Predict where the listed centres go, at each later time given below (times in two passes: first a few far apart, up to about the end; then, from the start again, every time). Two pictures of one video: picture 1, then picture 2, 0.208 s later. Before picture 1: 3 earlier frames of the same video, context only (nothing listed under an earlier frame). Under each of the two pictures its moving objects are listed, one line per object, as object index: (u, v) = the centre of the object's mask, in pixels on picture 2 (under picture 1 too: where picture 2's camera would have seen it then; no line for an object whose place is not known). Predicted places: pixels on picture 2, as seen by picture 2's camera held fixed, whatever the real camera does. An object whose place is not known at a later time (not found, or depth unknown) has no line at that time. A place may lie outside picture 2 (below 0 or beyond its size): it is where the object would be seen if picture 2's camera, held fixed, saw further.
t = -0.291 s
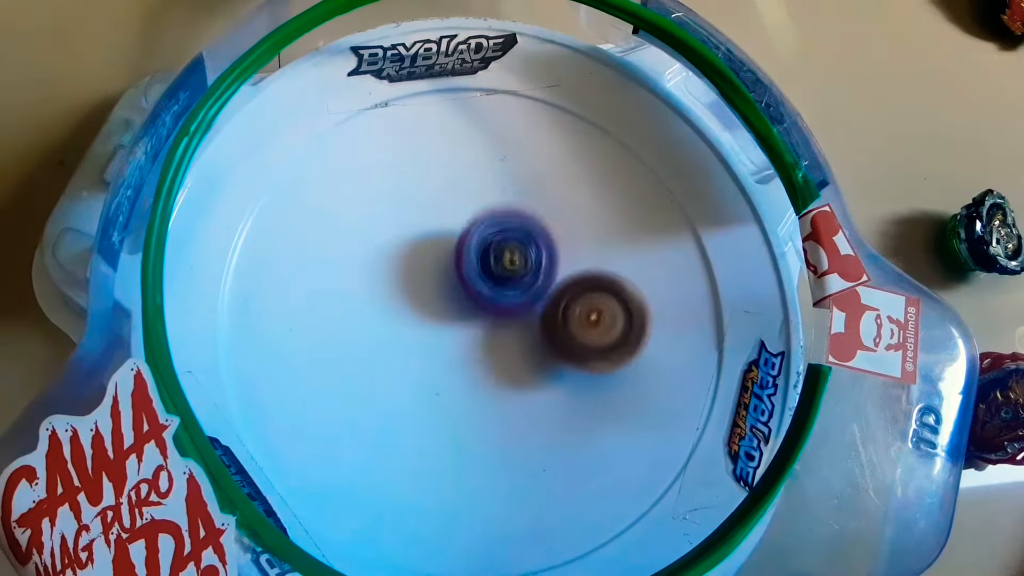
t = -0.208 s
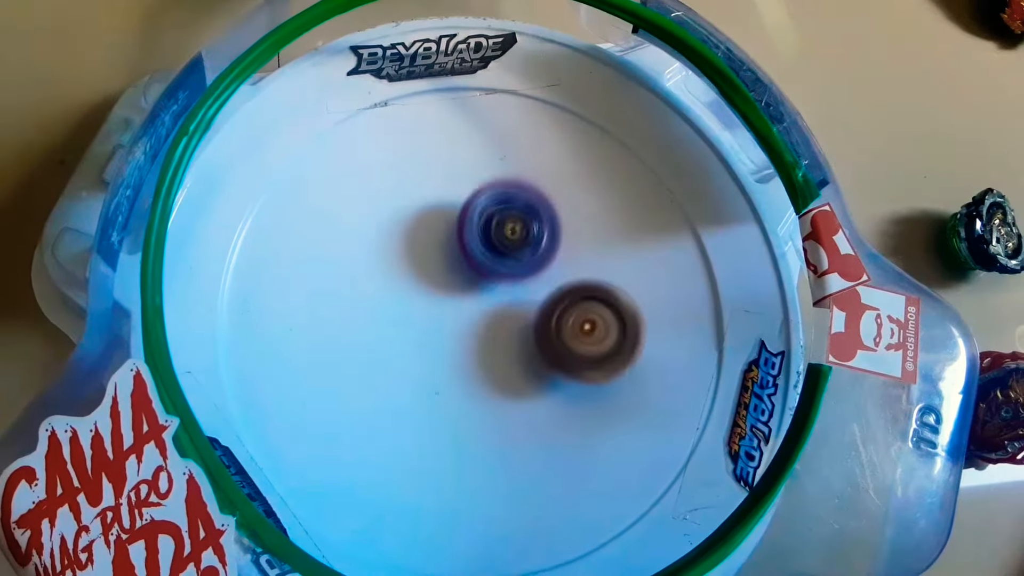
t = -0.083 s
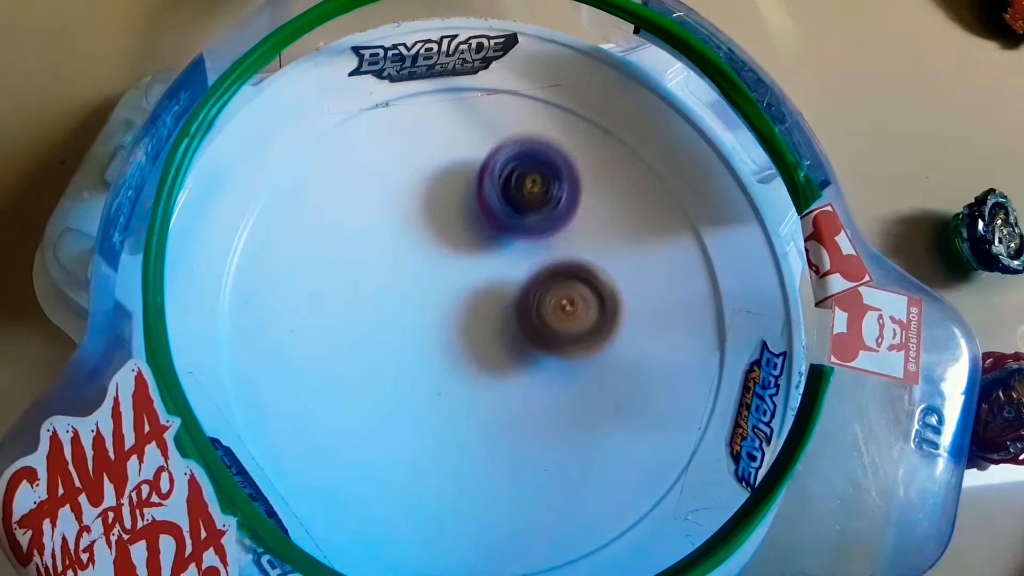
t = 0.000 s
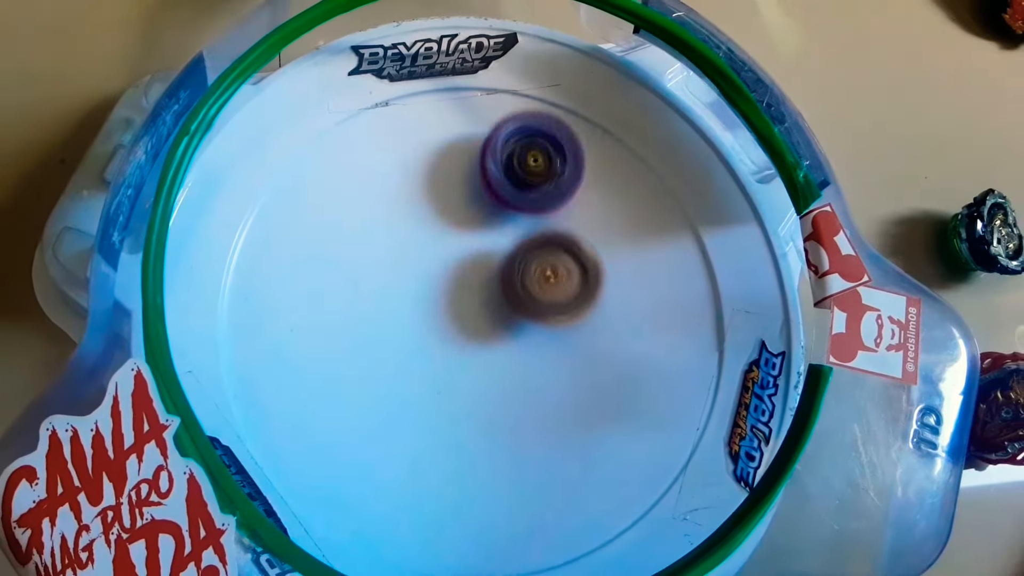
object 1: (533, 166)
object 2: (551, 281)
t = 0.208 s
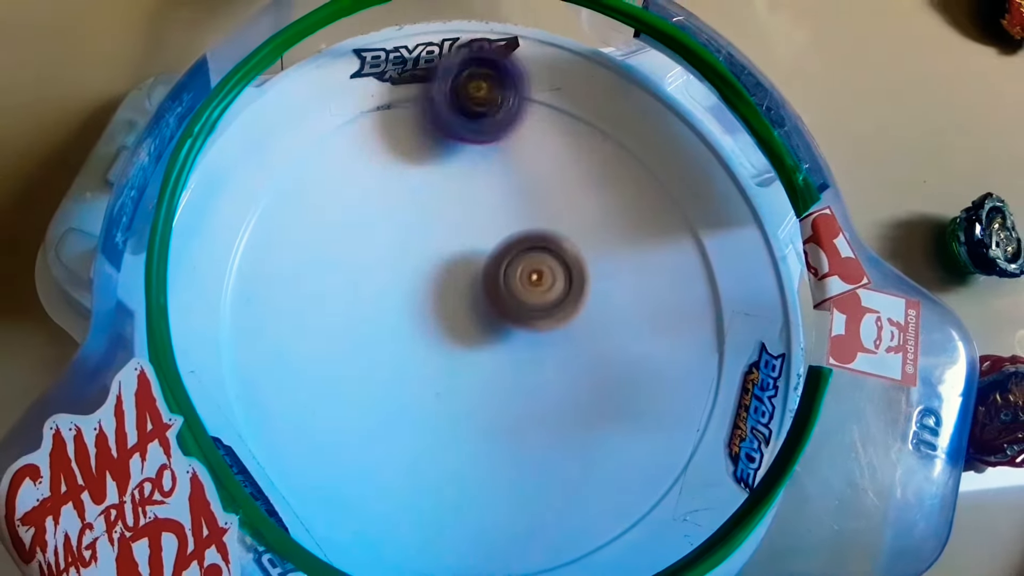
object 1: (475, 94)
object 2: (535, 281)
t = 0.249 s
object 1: (449, 103)
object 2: (534, 282)
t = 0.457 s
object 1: (424, 274)
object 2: (532, 256)
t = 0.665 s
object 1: (466, 478)
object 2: (629, 235)
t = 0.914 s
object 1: (644, 498)
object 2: (568, 346)
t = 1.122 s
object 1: (694, 367)
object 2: (381, 315)
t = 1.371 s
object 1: (544, 216)
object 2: (347, 180)
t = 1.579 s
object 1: (434, 296)
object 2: (415, 99)
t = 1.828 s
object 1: (454, 440)
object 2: (564, 232)
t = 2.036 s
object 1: (488, 444)
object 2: (634, 376)
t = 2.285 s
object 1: (470, 363)
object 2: (585, 401)
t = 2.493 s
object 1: (418, 272)
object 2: (485, 419)
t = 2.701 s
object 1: (343, 225)
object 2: (461, 365)
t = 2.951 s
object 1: (255, 158)
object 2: (581, 413)
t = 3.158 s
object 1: (292, 193)
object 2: (528, 404)
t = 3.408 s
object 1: (401, 210)
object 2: (548, 313)
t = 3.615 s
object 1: (453, 168)
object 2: (635, 331)
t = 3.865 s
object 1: (517, 205)
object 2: (558, 310)
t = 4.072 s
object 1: (423, 97)
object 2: (610, 506)
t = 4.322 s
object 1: (397, 253)
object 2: (503, 507)
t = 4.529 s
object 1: (526, 305)
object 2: (436, 445)
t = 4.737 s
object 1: (629, 262)
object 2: (393, 396)
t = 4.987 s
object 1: (587, 236)
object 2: (450, 286)
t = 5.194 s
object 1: (577, 310)
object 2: (438, 221)
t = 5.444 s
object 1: (576, 360)
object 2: (512, 216)
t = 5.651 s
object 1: (534, 376)
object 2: (504, 232)
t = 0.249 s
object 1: (449, 103)
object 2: (534, 282)
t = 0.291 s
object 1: (425, 120)
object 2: (532, 280)
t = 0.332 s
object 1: (409, 148)
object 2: (532, 274)
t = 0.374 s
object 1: (402, 186)
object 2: (532, 268)
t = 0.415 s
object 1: (408, 229)
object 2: (533, 260)
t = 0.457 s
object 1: (424, 274)
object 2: (532, 256)
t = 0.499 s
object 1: (424, 321)
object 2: (540, 249)
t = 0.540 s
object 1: (422, 366)
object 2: (564, 237)
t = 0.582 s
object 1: (429, 409)
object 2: (591, 228)
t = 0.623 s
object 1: (443, 448)
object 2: (612, 228)
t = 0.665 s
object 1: (466, 478)
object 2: (629, 235)
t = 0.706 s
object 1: (491, 499)
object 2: (639, 248)
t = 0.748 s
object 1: (523, 513)
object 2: (642, 269)
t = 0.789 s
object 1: (554, 520)
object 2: (638, 293)
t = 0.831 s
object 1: (586, 520)
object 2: (623, 315)
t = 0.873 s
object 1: (616, 511)
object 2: (599, 333)
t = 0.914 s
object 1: (644, 498)
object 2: (568, 346)
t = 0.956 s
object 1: (669, 479)
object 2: (528, 353)
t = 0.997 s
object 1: (681, 457)
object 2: (487, 354)
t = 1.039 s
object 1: (690, 430)
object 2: (447, 347)
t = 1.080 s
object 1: (696, 400)
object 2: (412, 334)
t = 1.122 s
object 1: (694, 367)
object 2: (381, 315)
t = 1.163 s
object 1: (687, 331)
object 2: (354, 294)
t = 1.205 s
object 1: (671, 298)
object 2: (338, 270)
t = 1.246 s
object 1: (646, 266)
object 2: (328, 248)
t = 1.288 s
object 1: (615, 242)
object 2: (327, 224)
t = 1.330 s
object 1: (581, 226)
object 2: (333, 201)
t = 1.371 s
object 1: (544, 216)
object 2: (347, 180)
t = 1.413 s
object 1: (504, 215)
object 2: (366, 165)
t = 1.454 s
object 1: (470, 220)
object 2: (390, 151)
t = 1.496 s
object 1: (459, 245)
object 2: (394, 124)
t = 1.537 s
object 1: (447, 269)
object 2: (401, 104)
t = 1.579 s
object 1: (434, 296)
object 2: (415, 99)
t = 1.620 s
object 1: (424, 325)
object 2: (438, 101)
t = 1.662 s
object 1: (419, 352)
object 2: (461, 113)
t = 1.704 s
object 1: (419, 380)
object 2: (489, 133)
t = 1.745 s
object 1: (426, 403)
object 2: (520, 160)
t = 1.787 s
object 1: (439, 425)
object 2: (544, 194)
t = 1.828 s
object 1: (454, 440)
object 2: (564, 232)
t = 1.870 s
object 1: (472, 450)
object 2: (580, 274)
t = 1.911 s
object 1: (494, 451)
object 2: (586, 318)
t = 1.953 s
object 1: (512, 444)
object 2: (589, 357)
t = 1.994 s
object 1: (500, 447)
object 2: (612, 368)
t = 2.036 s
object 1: (488, 444)
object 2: (634, 376)
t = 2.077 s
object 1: (482, 437)
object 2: (645, 382)
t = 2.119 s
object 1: (478, 426)
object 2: (648, 385)
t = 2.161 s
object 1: (476, 412)
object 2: (642, 389)
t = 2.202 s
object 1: (475, 397)
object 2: (629, 393)
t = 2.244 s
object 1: (473, 380)
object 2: (610, 398)
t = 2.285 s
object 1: (470, 363)
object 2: (585, 401)
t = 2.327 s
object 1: (464, 345)
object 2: (560, 407)
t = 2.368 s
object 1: (452, 320)
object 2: (541, 417)
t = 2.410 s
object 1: (440, 301)
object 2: (522, 423)
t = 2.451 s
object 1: (429, 285)
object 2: (503, 424)
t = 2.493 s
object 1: (418, 272)
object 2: (485, 419)
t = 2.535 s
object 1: (407, 263)
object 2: (469, 407)
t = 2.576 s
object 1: (397, 256)
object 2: (455, 392)
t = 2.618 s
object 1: (387, 253)
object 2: (442, 374)
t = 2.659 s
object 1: (379, 252)
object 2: (434, 355)
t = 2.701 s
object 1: (343, 225)
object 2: (461, 365)
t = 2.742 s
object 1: (310, 192)
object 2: (495, 380)
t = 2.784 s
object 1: (283, 168)
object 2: (525, 389)
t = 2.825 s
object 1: (270, 157)
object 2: (551, 396)
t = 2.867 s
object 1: (261, 155)
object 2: (568, 401)
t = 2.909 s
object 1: (257, 156)
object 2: (577, 407)
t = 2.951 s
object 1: (255, 158)
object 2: (581, 413)
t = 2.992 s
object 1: (256, 161)
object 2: (578, 419)
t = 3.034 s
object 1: (258, 164)
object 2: (571, 423)
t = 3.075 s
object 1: (264, 170)
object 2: (559, 423)
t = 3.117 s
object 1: (276, 180)
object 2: (544, 417)
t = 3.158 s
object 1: (292, 193)
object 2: (528, 404)
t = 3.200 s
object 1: (310, 204)
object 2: (512, 386)
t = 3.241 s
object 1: (331, 217)
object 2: (501, 363)
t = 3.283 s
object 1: (357, 231)
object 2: (490, 338)
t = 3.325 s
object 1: (389, 242)
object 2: (487, 311)
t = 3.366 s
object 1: (401, 229)
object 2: (513, 307)
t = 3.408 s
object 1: (401, 210)
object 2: (548, 313)
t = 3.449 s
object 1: (408, 195)
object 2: (577, 315)
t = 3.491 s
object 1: (419, 184)
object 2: (601, 319)
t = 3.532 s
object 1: (430, 177)
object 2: (620, 322)
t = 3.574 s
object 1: (442, 171)
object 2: (630, 327)
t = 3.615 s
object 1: (453, 168)
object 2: (635, 331)
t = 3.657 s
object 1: (464, 168)
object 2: (631, 336)
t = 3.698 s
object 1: (475, 171)
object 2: (621, 338)
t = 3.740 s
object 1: (486, 177)
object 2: (607, 337)
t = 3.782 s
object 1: (496, 185)
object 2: (590, 331)
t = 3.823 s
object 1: (507, 195)
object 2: (572, 319)
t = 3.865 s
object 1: (517, 205)
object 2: (558, 310)
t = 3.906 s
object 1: (505, 166)
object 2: (581, 354)
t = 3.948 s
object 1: (487, 124)
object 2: (597, 405)
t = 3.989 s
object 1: (467, 95)
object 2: (608, 448)
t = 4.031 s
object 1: (446, 83)
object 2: (613, 482)
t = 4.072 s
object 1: (423, 97)
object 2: (610, 506)
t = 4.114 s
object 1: (402, 115)
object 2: (604, 524)
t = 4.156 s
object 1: (386, 138)
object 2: (591, 530)
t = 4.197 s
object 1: (376, 163)
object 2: (569, 528)
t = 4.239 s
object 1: (377, 192)
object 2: (548, 525)
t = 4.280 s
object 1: (384, 223)
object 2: (525, 519)
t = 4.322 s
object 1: (397, 253)
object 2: (503, 507)
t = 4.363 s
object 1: (417, 281)
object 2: (485, 487)
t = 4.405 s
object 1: (443, 304)
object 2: (469, 463)
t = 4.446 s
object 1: (471, 323)
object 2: (459, 440)
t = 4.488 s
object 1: (498, 324)
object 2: (449, 435)
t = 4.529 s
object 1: (526, 305)
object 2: (436, 445)
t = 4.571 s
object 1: (554, 291)
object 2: (422, 447)
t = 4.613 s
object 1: (578, 282)
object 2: (409, 440)
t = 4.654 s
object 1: (598, 276)
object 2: (400, 429)
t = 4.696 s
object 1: (616, 269)
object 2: (395, 414)
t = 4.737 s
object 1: (629, 262)
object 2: (393, 396)
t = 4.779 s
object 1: (637, 253)
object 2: (395, 376)
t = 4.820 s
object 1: (639, 243)
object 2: (402, 356)
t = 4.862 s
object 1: (634, 236)
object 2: (412, 336)
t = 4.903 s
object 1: (623, 232)
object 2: (424, 317)
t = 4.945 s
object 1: (605, 232)
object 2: (437, 300)
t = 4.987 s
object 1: (587, 236)
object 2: (450, 286)
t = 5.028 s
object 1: (570, 245)
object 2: (466, 271)
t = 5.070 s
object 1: (573, 259)
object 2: (450, 257)
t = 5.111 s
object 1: (575, 277)
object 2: (441, 242)
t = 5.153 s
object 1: (576, 294)
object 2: (438, 231)
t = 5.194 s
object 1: (577, 310)
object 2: (438, 221)
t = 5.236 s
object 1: (578, 324)
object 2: (442, 209)
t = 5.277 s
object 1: (580, 335)
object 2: (450, 198)
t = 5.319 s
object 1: (581, 345)
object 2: (464, 192)
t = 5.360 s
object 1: (581, 353)
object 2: (481, 194)
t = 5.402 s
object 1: (580, 358)
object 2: (497, 202)
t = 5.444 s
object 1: (576, 360)
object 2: (512, 216)
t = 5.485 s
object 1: (569, 359)
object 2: (522, 232)
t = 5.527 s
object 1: (560, 358)
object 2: (528, 252)
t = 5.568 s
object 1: (555, 368)
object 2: (522, 251)
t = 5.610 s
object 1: (547, 374)
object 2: (513, 242)
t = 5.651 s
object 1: (534, 376)
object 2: (504, 232)
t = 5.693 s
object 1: (521, 378)
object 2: (497, 223)
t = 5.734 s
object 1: (507, 378)
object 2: (492, 214)
